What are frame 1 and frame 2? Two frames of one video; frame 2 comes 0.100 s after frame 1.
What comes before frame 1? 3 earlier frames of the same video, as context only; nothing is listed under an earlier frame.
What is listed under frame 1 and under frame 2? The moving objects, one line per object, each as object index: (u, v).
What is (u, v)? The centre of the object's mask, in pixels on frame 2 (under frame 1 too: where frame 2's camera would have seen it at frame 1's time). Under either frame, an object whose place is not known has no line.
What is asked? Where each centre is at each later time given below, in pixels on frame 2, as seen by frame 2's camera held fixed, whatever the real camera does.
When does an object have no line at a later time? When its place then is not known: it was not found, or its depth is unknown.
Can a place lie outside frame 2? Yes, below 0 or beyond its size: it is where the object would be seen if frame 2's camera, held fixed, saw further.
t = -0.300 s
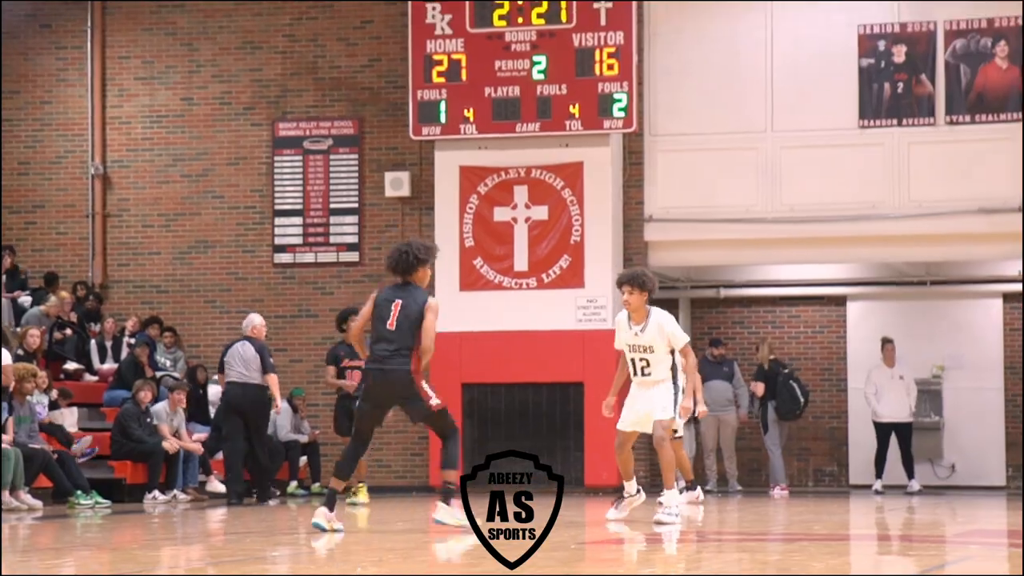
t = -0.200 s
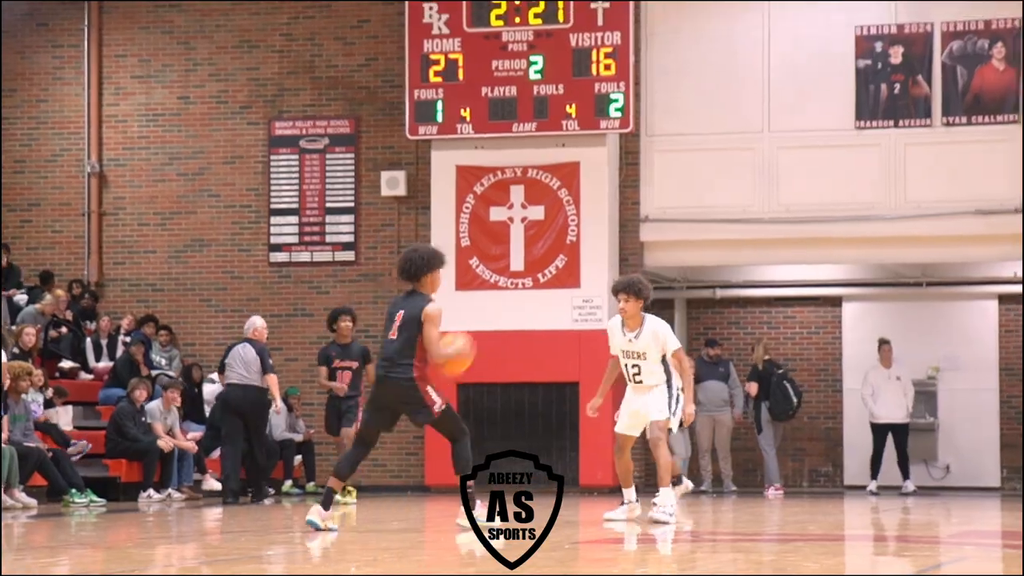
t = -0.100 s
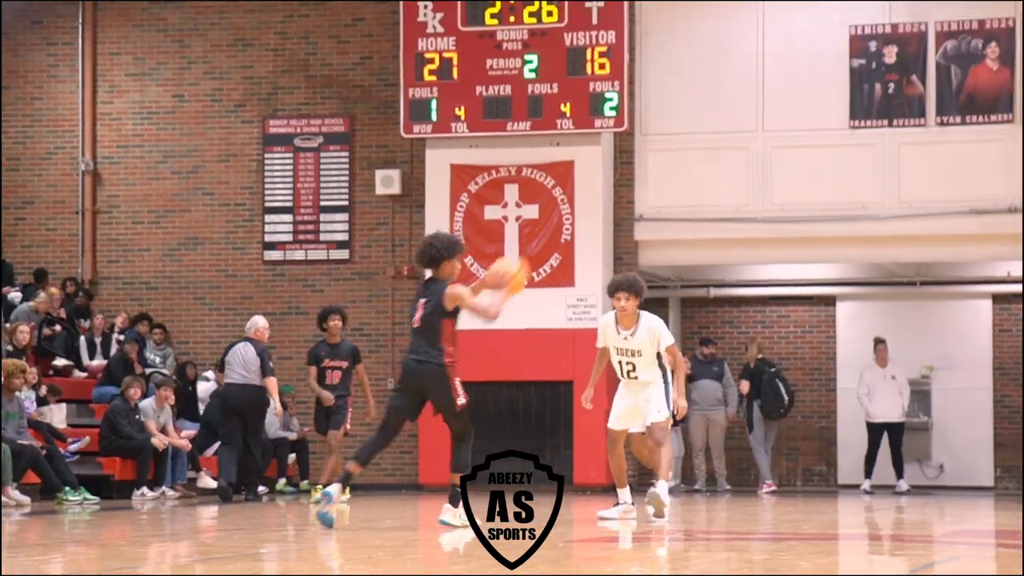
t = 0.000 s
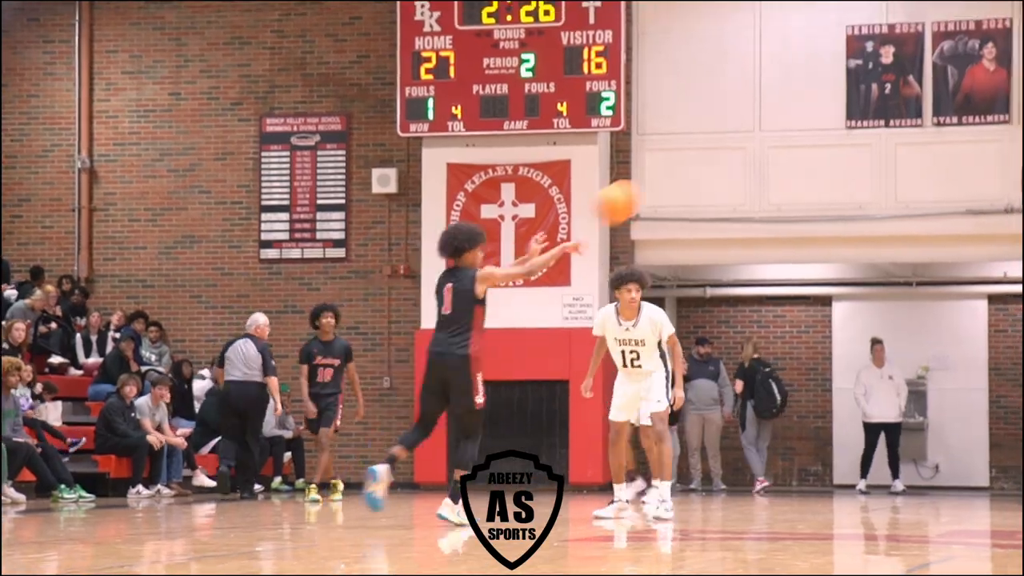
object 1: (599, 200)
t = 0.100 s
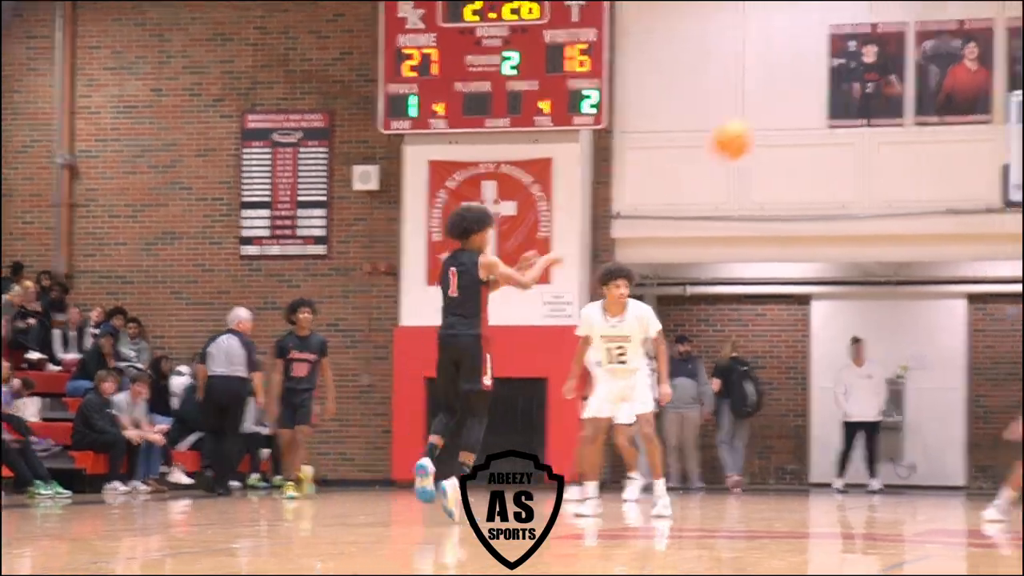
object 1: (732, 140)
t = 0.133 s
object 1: (776, 122)
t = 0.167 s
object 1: (820, 107)
